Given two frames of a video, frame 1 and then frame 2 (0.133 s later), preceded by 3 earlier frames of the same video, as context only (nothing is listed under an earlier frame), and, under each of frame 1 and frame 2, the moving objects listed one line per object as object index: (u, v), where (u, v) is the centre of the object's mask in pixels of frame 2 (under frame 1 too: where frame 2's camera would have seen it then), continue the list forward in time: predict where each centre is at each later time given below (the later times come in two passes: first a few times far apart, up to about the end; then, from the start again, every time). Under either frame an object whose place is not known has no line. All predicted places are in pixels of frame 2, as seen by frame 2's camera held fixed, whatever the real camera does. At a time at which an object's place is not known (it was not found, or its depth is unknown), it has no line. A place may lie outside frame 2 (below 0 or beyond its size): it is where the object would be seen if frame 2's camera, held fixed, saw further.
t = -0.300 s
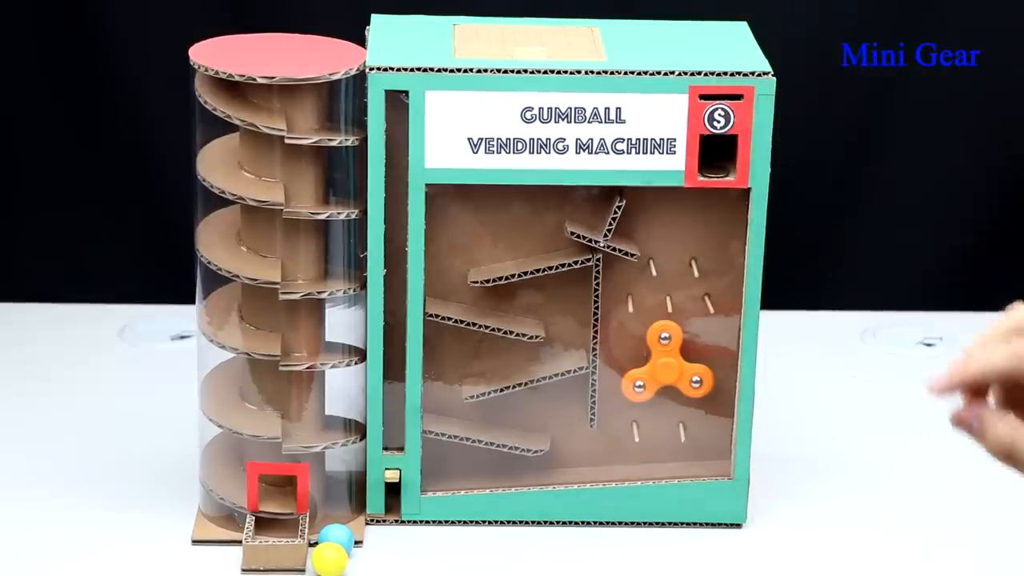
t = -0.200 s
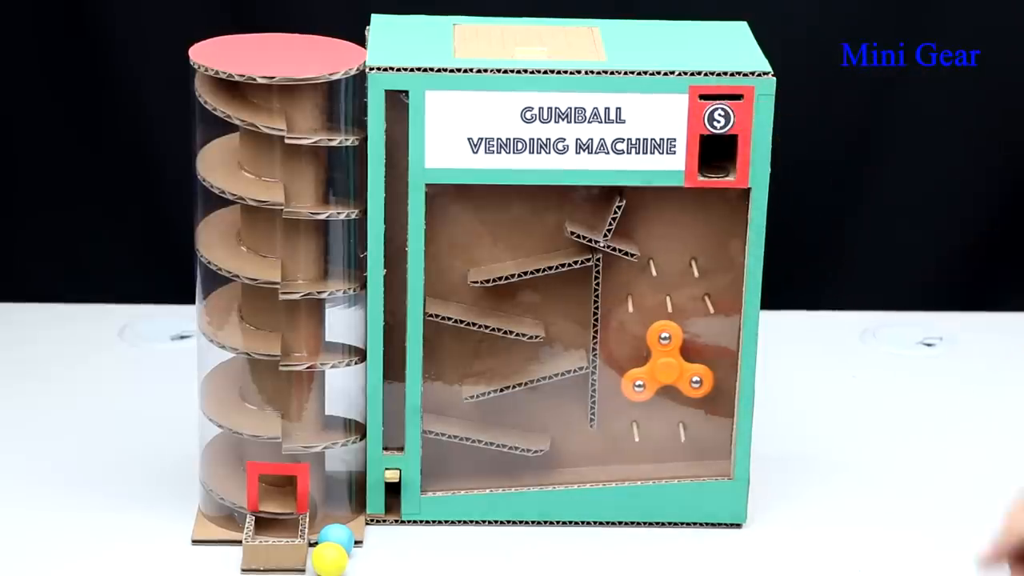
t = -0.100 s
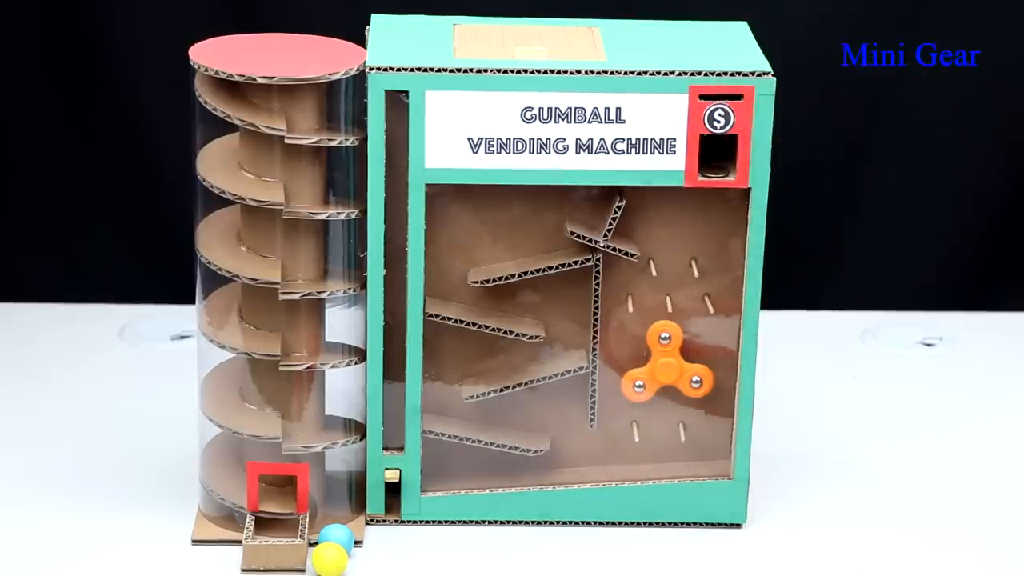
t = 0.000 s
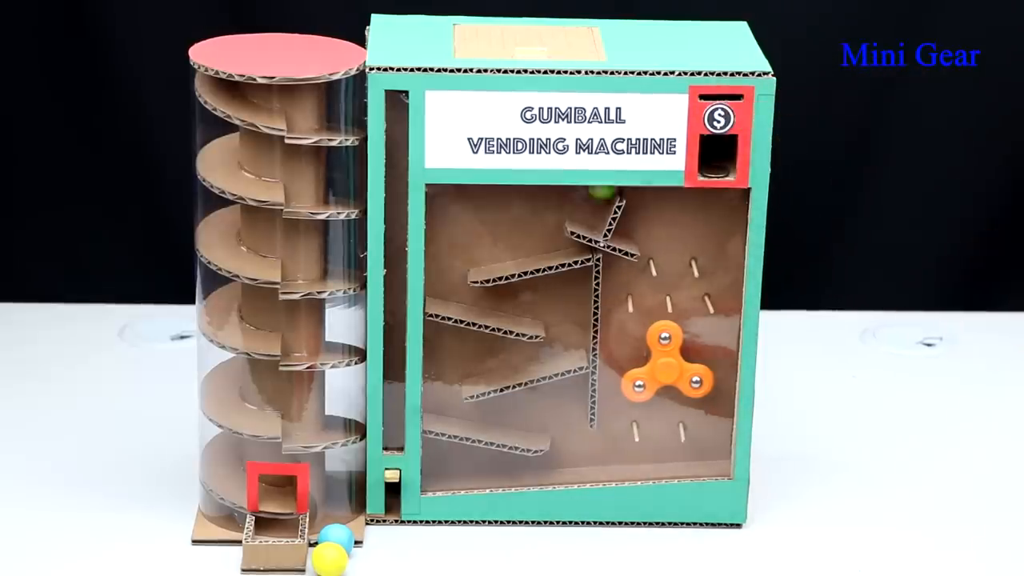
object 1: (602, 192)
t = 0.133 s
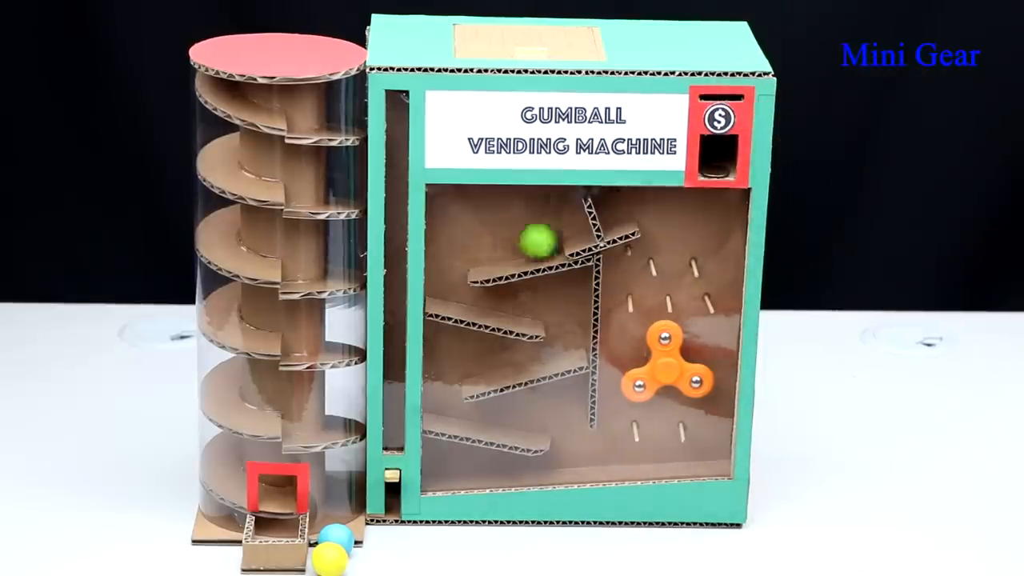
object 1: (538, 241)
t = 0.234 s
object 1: (461, 260)
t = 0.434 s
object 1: (475, 301)
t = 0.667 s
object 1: (566, 328)
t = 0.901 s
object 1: (537, 355)
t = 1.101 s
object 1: (440, 384)
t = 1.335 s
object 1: (455, 411)
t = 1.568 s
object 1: (524, 425)
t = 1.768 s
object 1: (610, 441)
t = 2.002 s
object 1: (634, 457)
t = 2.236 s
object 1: (604, 459)
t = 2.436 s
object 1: (566, 463)
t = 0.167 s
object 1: (514, 242)
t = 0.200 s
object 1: (489, 254)
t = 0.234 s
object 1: (461, 260)
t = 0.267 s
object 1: (447, 280)
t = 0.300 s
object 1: (462, 293)
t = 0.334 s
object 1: (463, 296)
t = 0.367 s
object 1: (465, 297)
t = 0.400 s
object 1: (468, 299)
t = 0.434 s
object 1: (475, 301)
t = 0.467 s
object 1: (483, 303)
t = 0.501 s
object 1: (493, 305)
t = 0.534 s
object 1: (504, 307)
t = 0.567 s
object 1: (518, 309)
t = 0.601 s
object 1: (533, 313)
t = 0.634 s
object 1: (550, 315)
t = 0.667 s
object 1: (566, 328)
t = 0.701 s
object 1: (566, 346)
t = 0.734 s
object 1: (558, 345)
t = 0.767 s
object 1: (559, 344)
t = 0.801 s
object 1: (556, 349)
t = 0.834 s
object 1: (551, 350)
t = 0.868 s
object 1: (545, 353)
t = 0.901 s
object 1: (537, 355)
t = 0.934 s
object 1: (526, 359)
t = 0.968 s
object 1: (512, 362)
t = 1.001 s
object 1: (496, 364)
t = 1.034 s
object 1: (479, 368)
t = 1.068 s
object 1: (459, 373)
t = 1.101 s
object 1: (440, 384)
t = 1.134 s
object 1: (443, 402)
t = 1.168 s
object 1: (443, 400)
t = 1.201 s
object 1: (445, 398)
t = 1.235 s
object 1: (448, 409)
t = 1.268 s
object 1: (451, 408)
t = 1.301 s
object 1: (452, 409)
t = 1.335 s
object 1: (455, 411)
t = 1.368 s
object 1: (458, 413)
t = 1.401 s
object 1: (466, 415)
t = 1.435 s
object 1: (474, 417)
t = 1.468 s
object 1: (483, 419)
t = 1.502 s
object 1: (496, 421)
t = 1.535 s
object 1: (509, 423)
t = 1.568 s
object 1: (524, 425)
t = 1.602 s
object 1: (541, 427)
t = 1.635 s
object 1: (557, 427)
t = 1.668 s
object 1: (573, 441)
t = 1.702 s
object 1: (588, 456)
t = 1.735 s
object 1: (599, 443)
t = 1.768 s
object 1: (610, 441)
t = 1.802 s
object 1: (621, 456)
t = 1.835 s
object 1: (631, 448)
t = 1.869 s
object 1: (635, 456)
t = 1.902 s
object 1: (636, 452)
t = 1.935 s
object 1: (638, 457)
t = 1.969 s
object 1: (637, 456)
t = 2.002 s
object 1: (634, 457)
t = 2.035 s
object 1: (630, 458)
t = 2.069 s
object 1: (625, 458)
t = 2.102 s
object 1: (620, 458)
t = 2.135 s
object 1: (615, 458)
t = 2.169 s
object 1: (611, 458)
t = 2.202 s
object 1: (608, 459)
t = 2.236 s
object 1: (604, 459)
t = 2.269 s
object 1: (599, 460)
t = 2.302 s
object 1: (593, 461)
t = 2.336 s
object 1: (587, 462)
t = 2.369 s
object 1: (580, 463)
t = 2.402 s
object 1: (573, 463)
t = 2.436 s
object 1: (566, 463)
